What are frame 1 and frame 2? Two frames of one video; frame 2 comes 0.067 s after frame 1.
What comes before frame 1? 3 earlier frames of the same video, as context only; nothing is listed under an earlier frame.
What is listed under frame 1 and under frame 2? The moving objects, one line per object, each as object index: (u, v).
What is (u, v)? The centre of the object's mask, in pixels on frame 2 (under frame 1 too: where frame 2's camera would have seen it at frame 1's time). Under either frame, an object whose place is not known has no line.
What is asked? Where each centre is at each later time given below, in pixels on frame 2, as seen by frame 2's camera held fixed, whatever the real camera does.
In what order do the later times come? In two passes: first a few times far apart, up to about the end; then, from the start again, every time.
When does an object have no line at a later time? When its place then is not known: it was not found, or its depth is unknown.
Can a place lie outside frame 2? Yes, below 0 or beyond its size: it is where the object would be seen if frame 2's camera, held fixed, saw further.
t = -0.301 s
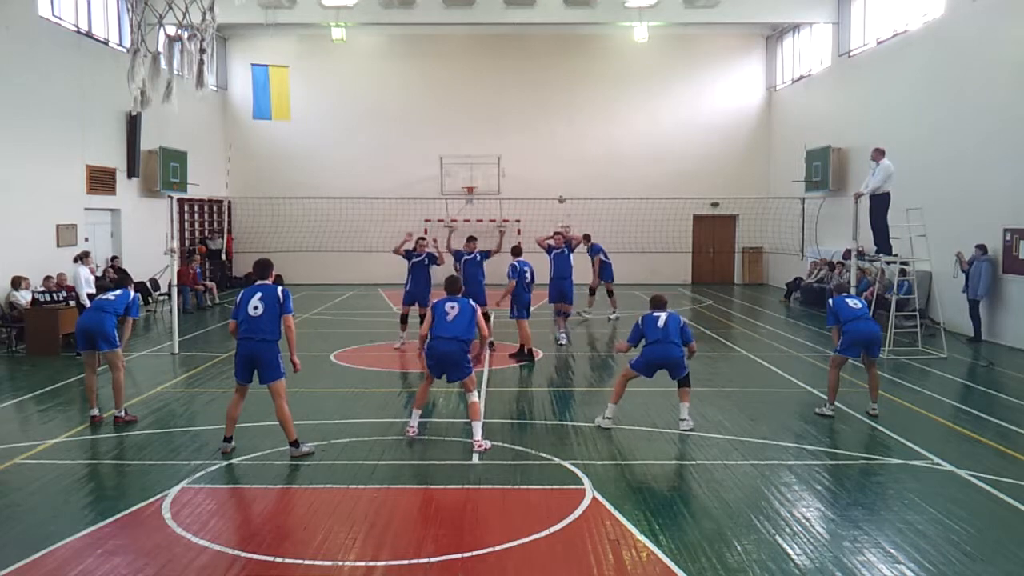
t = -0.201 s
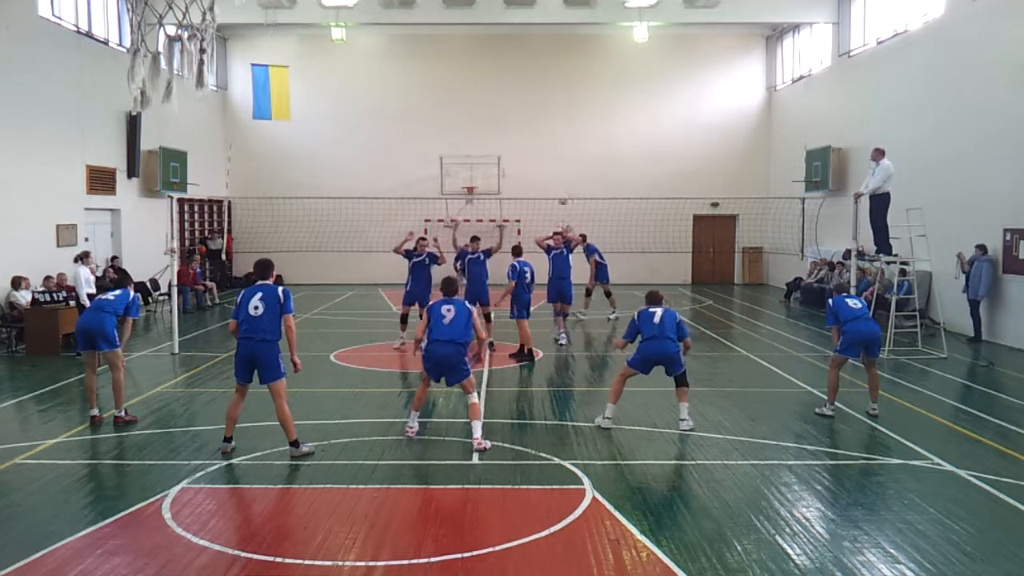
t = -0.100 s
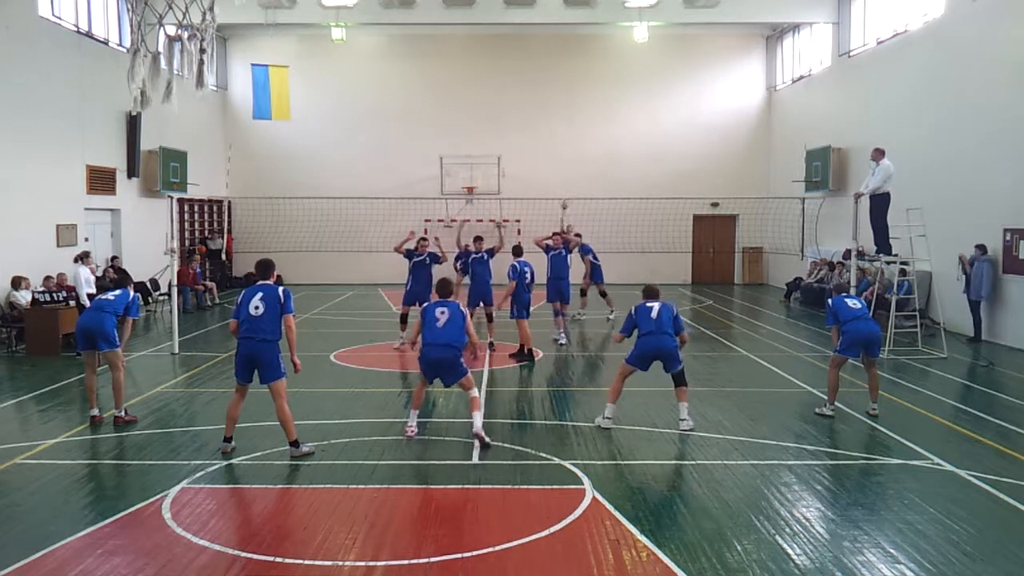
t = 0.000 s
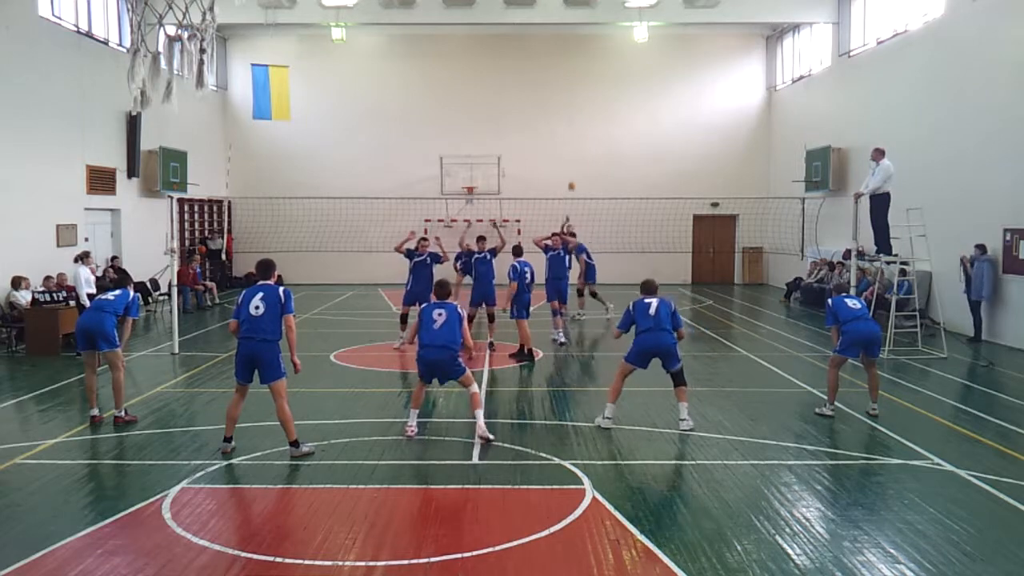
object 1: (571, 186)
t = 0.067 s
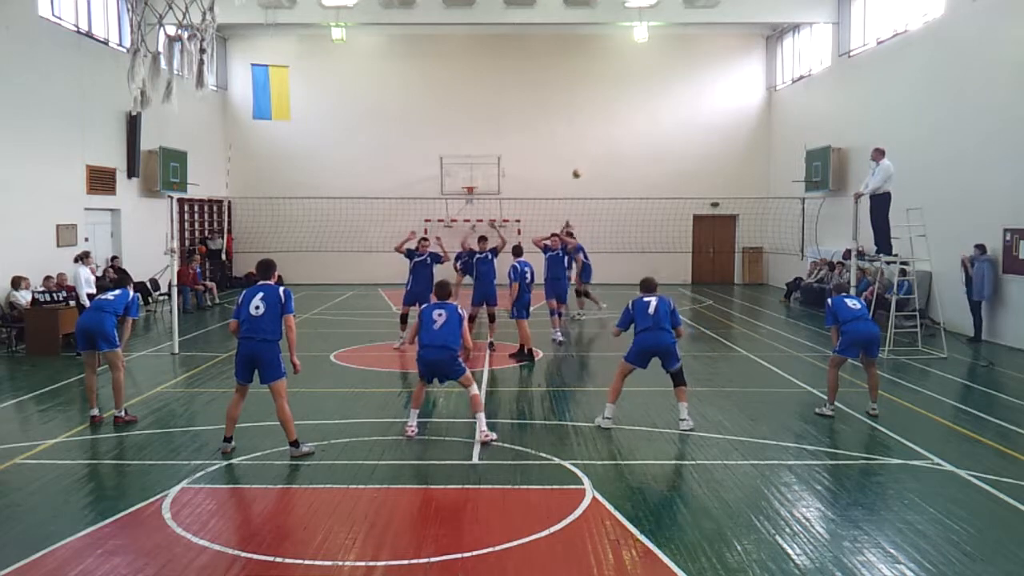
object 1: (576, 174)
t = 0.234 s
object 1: (590, 152)
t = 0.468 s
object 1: (614, 140)
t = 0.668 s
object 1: (648, 151)
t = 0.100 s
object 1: (578, 169)
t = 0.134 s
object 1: (581, 164)
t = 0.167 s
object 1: (584, 159)
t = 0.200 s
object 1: (586, 156)
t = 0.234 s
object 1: (590, 152)
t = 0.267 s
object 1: (594, 147)
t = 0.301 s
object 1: (595, 147)
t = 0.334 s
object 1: (599, 145)
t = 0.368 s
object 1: (602, 143)
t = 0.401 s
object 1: (607, 141)
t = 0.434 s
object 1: (610, 140)
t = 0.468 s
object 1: (614, 140)
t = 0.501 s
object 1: (619, 140)
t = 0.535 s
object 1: (624, 141)
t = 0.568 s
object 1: (630, 143)
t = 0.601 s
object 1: (636, 145)
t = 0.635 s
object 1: (643, 148)
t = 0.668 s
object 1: (648, 151)
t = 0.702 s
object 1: (656, 154)
